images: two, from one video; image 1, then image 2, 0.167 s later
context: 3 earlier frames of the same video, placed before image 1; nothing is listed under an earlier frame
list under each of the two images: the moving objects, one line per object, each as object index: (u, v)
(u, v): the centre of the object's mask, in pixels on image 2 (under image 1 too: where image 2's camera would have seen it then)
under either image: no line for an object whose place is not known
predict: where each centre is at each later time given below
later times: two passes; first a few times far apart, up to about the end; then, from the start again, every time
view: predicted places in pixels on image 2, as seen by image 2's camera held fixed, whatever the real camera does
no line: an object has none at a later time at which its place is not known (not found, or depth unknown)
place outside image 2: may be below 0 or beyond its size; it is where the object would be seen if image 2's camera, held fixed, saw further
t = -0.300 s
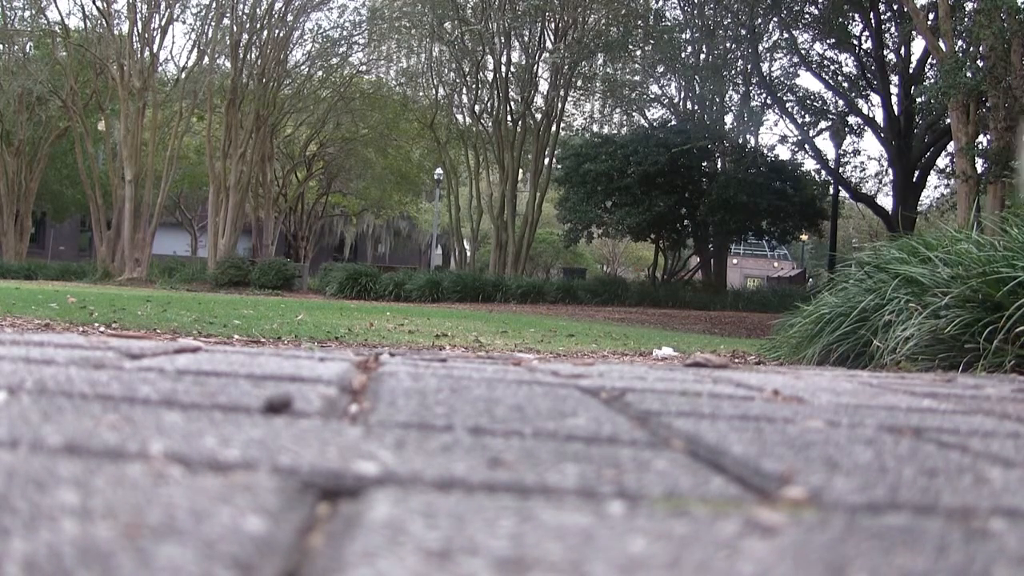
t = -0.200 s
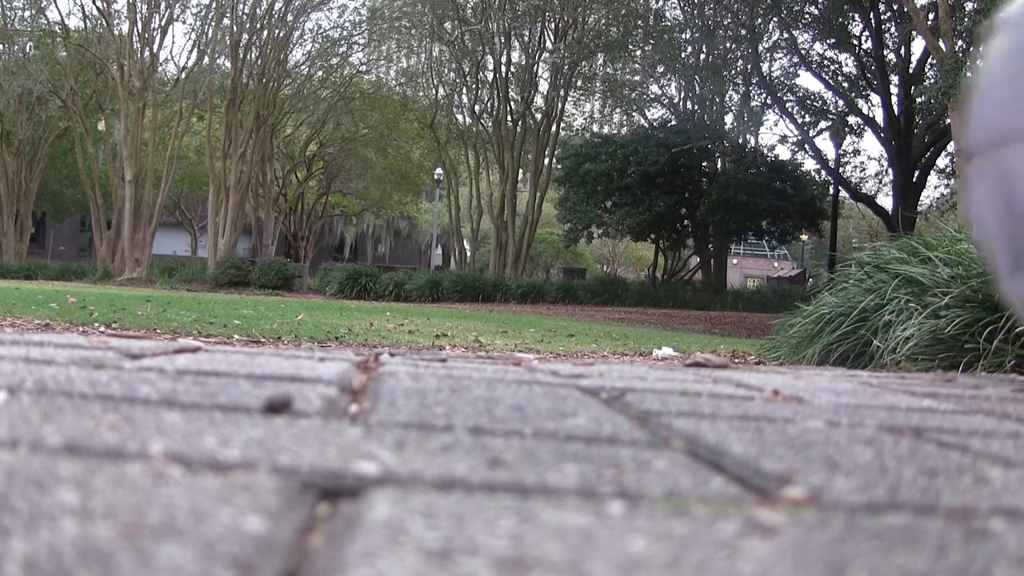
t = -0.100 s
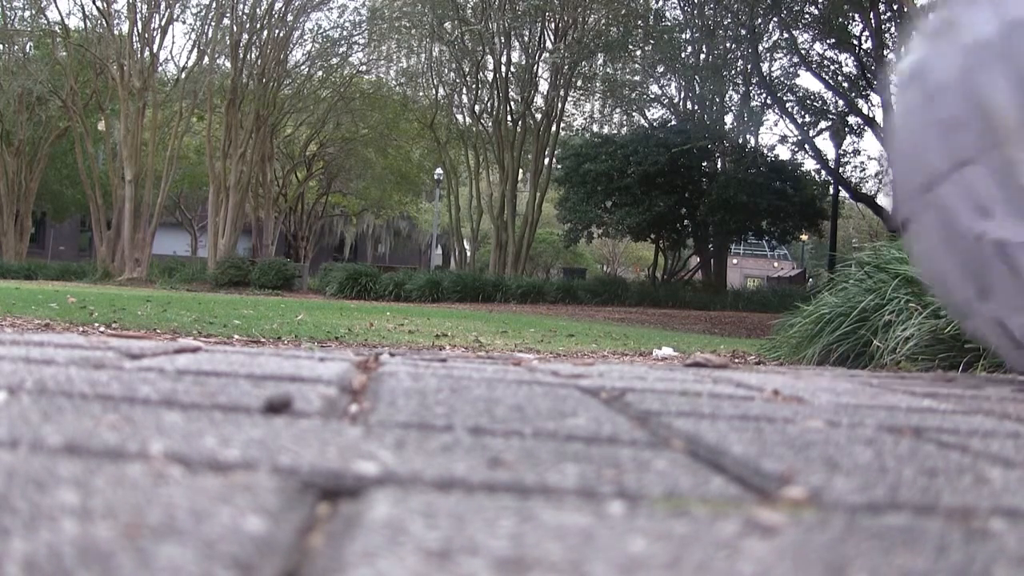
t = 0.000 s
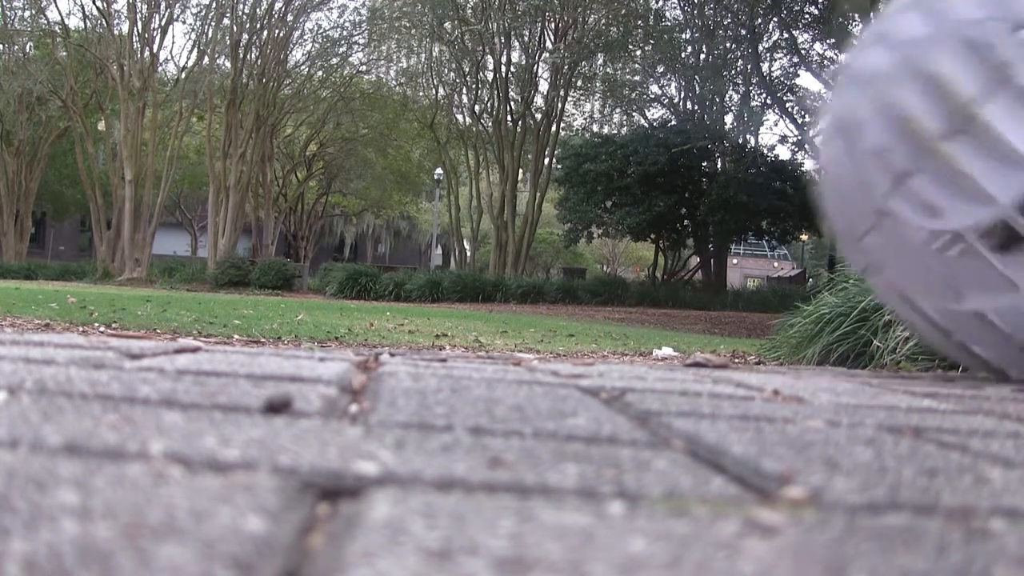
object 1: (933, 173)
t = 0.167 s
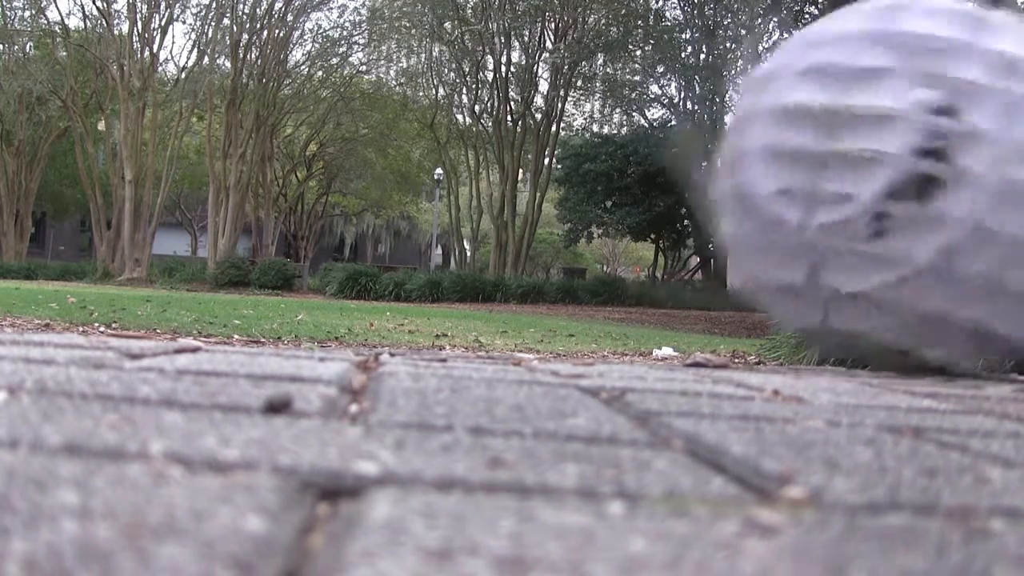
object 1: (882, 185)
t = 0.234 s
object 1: (850, 189)
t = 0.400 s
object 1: (786, 184)
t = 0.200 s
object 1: (872, 191)
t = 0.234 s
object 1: (850, 189)
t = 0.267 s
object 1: (843, 186)
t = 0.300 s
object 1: (838, 187)
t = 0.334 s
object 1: (815, 186)
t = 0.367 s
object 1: (798, 186)
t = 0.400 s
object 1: (786, 184)
